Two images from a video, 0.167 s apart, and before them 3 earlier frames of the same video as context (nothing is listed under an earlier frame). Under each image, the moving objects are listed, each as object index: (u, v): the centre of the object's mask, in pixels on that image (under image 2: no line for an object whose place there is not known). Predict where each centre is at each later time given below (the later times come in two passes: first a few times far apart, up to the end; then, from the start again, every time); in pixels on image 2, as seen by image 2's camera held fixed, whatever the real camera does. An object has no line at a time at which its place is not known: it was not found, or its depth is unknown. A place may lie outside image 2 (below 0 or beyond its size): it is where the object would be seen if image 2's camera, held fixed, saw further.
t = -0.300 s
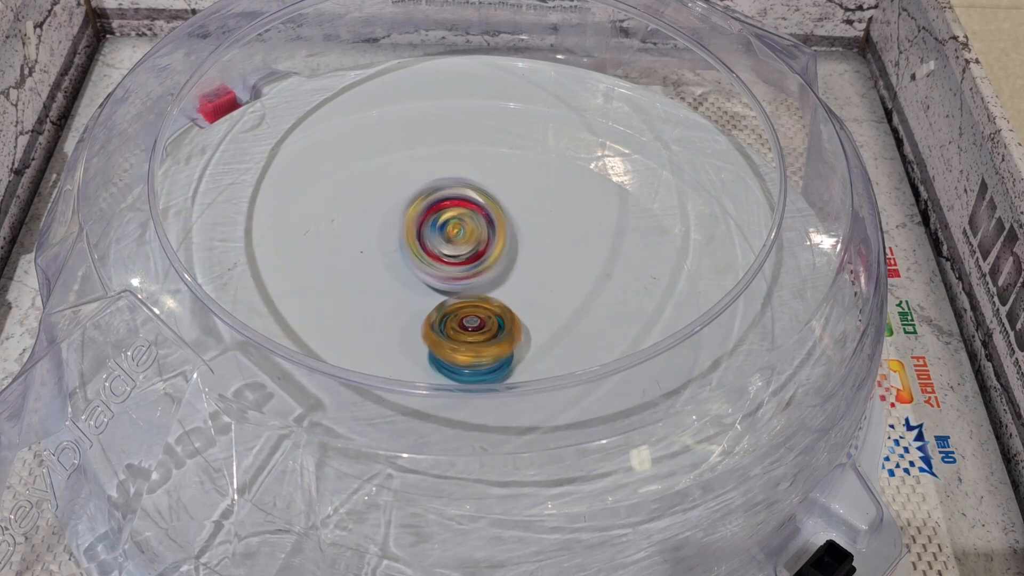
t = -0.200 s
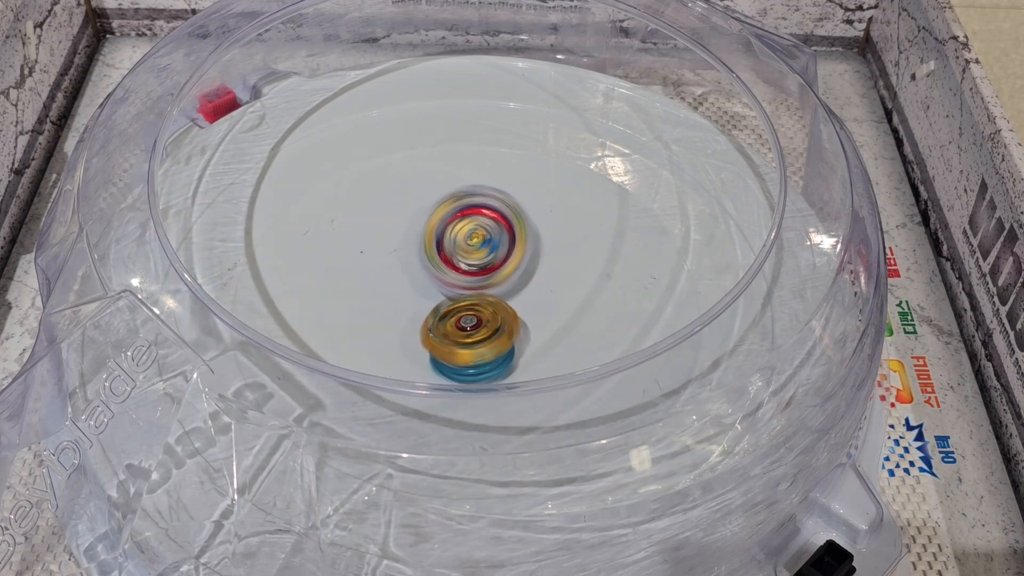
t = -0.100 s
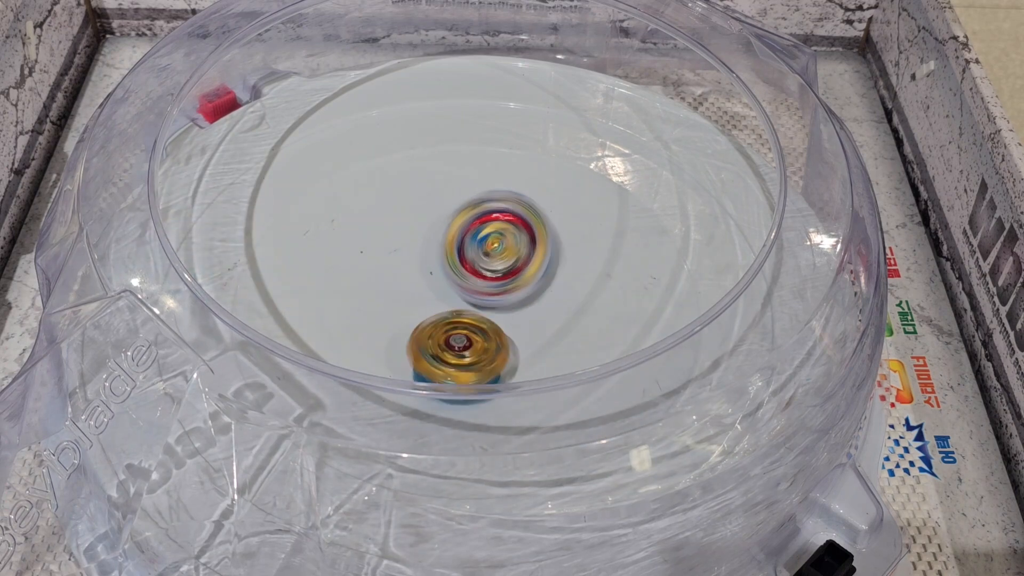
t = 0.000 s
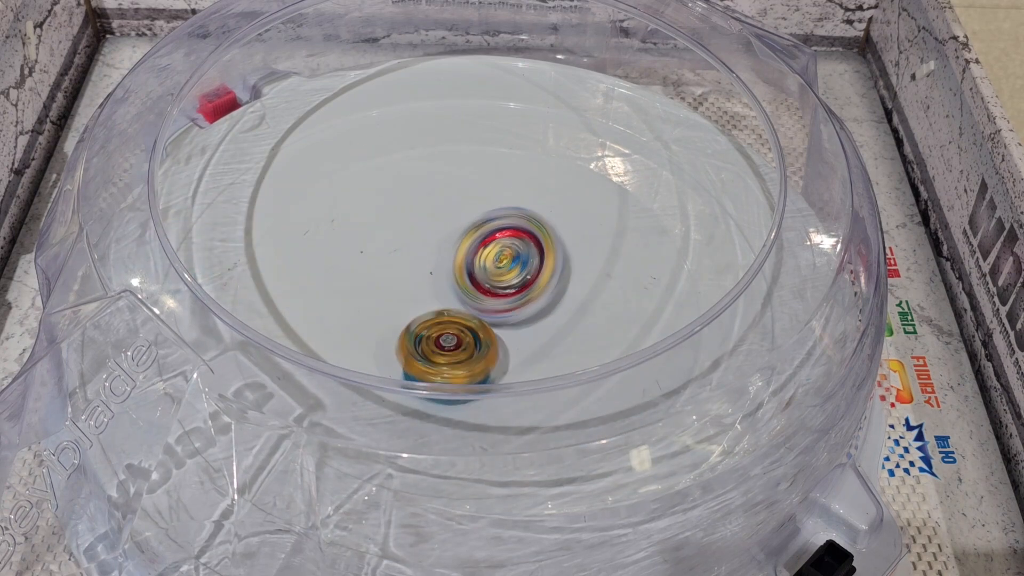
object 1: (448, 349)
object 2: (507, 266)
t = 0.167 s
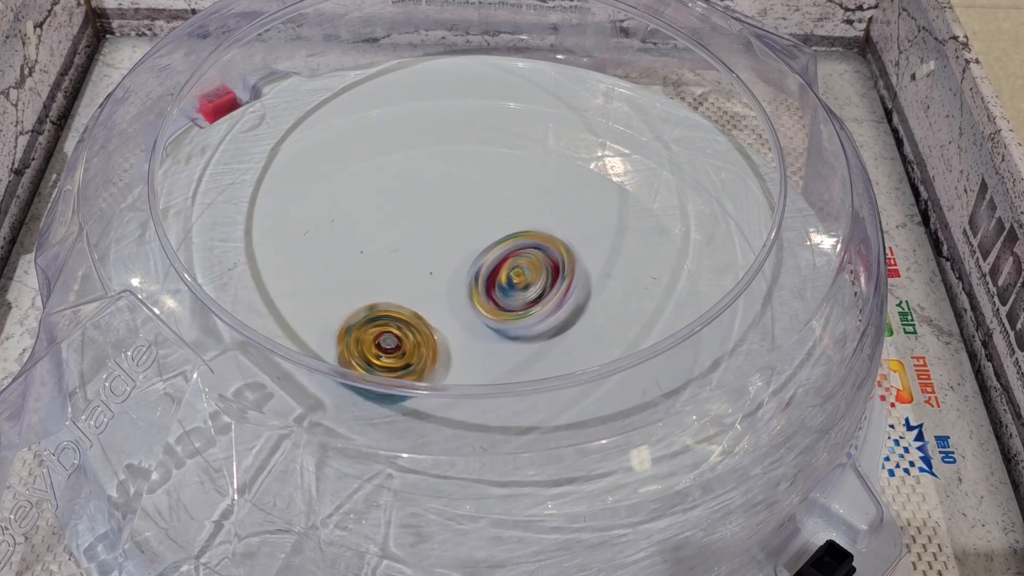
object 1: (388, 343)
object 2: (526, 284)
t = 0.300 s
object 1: (351, 336)
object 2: (519, 300)
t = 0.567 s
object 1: (374, 319)
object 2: (494, 308)
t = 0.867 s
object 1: (348, 258)
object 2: (518, 291)
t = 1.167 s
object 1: (432, 253)
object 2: (523, 292)
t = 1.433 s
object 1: (389, 223)
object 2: (512, 321)
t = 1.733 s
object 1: (399, 269)
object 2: (505, 326)
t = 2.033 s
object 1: (423, 278)
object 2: (513, 333)
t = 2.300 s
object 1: (440, 253)
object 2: (494, 328)
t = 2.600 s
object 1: (437, 252)
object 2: (503, 318)
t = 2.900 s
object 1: (442, 252)
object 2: (489, 326)
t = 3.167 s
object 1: (442, 252)
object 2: (484, 322)
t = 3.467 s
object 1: (443, 260)
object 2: (457, 336)
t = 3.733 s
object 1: (445, 261)
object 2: (459, 335)
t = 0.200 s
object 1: (370, 340)
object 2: (526, 289)
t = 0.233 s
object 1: (361, 339)
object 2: (524, 293)
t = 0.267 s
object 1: (353, 336)
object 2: (522, 296)
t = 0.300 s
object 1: (351, 336)
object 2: (519, 300)
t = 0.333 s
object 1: (351, 334)
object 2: (514, 304)
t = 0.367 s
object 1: (351, 333)
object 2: (508, 308)
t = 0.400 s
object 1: (354, 332)
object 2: (502, 311)
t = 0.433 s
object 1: (357, 331)
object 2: (497, 312)
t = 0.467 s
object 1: (366, 330)
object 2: (489, 314)
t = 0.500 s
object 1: (373, 329)
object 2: (485, 313)
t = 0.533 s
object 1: (374, 324)
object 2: (490, 310)
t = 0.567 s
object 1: (374, 319)
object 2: (494, 308)
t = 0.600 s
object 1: (377, 312)
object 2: (489, 305)
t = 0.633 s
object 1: (378, 308)
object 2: (494, 304)
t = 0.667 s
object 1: (377, 303)
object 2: (492, 302)
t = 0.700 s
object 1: (366, 294)
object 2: (500, 301)
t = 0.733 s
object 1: (357, 282)
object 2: (507, 298)
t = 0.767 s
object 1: (350, 273)
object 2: (510, 297)
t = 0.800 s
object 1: (349, 266)
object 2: (510, 295)
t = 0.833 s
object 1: (346, 261)
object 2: (516, 292)
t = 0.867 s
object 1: (348, 258)
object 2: (518, 291)
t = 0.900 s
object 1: (350, 255)
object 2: (522, 288)
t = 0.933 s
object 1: (354, 253)
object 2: (524, 288)
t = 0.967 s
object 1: (360, 251)
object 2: (526, 286)
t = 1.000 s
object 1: (367, 250)
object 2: (531, 286)
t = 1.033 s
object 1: (379, 250)
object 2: (530, 286)
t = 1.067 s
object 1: (391, 250)
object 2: (529, 288)
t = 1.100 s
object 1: (408, 252)
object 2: (529, 289)
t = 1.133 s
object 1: (426, 255)
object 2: (523, 291)
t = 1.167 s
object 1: (432, 253)
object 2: (523, 292)
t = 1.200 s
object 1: (412, 234)
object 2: (531, 304)
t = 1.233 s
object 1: (408, 229)
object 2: (532, 307)
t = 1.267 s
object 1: (397, 222)
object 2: (534, 311)
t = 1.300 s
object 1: (390, 214)
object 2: (531, 316)
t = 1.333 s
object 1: (389, 213)
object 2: (527, 316)
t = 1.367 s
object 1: (387, 214)
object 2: (527, 318)
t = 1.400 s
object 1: (389, 221)
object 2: (519, 320)
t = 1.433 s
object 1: (389, 223)
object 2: (512, 321)
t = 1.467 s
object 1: (388, 230)
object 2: (509, 322)
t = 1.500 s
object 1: (394, 245)
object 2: (500, 320)
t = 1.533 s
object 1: (397, 250)
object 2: (499, 320)
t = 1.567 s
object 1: (403, 262)
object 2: (494, 317)
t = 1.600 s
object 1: (405, 274)
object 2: (495, 316)
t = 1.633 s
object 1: (405, 275)
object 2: (499, 312)
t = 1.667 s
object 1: (405, 277)
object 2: (496, 318)
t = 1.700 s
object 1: (404, 274)
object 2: (502, 324)
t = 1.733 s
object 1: (399, 269)
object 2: (505, 326)
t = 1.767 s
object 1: (394, 261)
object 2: (508, 326)
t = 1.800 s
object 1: (390, 253)
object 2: (510, 325)
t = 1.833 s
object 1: (390, 254)
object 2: (506, 322)
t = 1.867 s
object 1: (392, 255)
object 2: (515, 322)
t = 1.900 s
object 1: (399, 262)
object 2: (514, 324)
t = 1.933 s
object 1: (404, 265)
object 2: (514, 325)
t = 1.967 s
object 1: (416, 273)
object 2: (513, 324)
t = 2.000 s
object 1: (424, 279)
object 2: (515, 330)
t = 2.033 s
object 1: (423, 278)
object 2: (513, 333)
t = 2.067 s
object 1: (424, 279)
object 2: (508, 331)
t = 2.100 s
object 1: (430, 280)
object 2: (509, 331)
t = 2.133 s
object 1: (434, 279)
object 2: (510, 330)
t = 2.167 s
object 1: (435, 277)
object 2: (511, 330)
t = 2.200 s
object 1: (436, 270)
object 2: (510, 331)
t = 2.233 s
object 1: (436, 262)
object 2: (507, 330)
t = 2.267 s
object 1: (436, 259)
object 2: (504, 330)
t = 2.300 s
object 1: (440, 253)
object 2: (494, 328)
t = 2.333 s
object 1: (442, 250)
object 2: (494, 325)
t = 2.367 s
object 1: (442, 247)
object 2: (494, 325)
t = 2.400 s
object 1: (437, 244)
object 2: (497, 322)
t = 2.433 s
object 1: (435, 244)
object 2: (497, 319)
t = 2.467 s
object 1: (437, 244)
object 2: (497, 317)
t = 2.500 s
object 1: (438, 245)
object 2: (499, 319)
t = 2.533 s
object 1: (439, 247)
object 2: (498, 317)
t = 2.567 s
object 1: (437, 248)
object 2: (499, 317)
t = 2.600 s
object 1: (437, 252)
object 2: (503, 318)
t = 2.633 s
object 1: (434, 250)
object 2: (504, 322)
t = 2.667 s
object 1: (433, 250)
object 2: (504, 321)
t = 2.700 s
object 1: (434, 250)
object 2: (502, 321)
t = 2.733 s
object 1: (438, 251)
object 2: (499, 320)
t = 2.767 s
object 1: (443, 251)
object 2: (497, 322)
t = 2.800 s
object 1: (446, 248)
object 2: (496, 325)
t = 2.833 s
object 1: (444, 250)
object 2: (496, 324)
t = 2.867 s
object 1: (445, 252)
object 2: (493, 325)
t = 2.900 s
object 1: (442, 252)
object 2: (489, 326)
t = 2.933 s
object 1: (440, 250)
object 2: (491, 324)
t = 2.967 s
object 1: (441, 251)
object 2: (492, 322)
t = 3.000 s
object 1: (442, 250)
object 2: (490, 322)
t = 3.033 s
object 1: (444, 251)
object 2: (489, 321)
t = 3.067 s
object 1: (446, 254)
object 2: (494, 318)
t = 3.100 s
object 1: (445, 252)
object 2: (493, 320)
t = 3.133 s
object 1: (442, 251)
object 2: (489, 321)
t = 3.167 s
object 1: (442, 252)
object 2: (484, 322)
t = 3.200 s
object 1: (443, 255)
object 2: (474, 326)
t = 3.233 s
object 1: (445, 256)
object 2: (469, 329)
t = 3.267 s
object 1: (447, 257)
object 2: (465, 331)
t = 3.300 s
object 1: (448, 256)
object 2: (461, 334)
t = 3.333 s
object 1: (447, 256)
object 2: (452, 338)
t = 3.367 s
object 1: (446, 258)
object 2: (450, 339)
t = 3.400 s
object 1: (444, 259)
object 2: (450, 339)
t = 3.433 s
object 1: (443, 260)
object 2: (457, 337)
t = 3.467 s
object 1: (443, 260)
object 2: (457, 336)
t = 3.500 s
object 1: (444, 261)
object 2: (460, 335)
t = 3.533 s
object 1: (446, 260)
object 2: (463, 334)
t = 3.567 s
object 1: (448, 259)
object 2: (465, 333)
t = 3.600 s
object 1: (449, 260)
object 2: (465, 333)
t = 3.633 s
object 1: (449, 260)
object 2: (462, 335)
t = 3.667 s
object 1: (447, 260)
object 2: (460, 335)
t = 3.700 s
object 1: (446, 260)
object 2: (461, 335)
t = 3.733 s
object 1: (445, 261)
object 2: (459, 335)
